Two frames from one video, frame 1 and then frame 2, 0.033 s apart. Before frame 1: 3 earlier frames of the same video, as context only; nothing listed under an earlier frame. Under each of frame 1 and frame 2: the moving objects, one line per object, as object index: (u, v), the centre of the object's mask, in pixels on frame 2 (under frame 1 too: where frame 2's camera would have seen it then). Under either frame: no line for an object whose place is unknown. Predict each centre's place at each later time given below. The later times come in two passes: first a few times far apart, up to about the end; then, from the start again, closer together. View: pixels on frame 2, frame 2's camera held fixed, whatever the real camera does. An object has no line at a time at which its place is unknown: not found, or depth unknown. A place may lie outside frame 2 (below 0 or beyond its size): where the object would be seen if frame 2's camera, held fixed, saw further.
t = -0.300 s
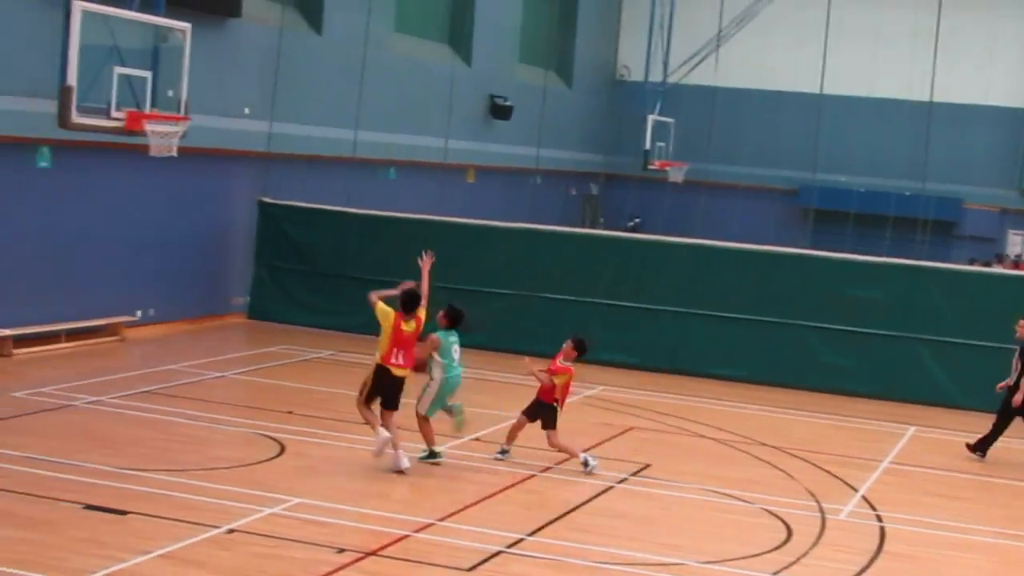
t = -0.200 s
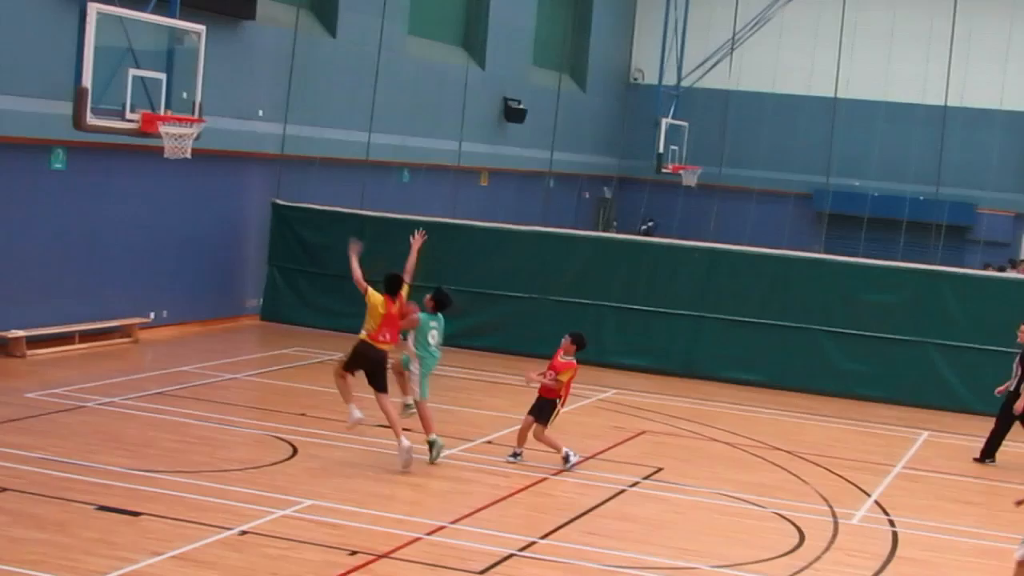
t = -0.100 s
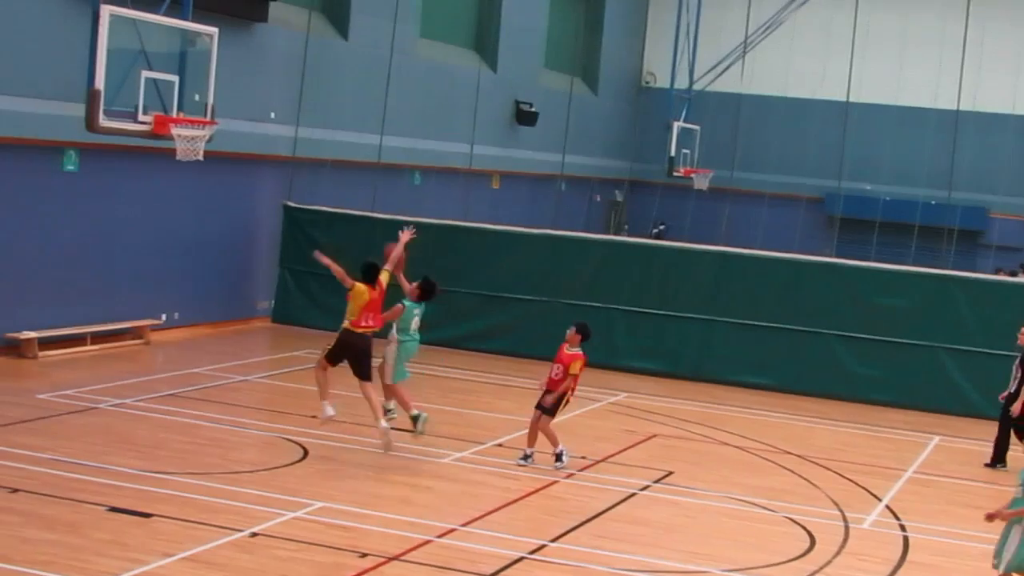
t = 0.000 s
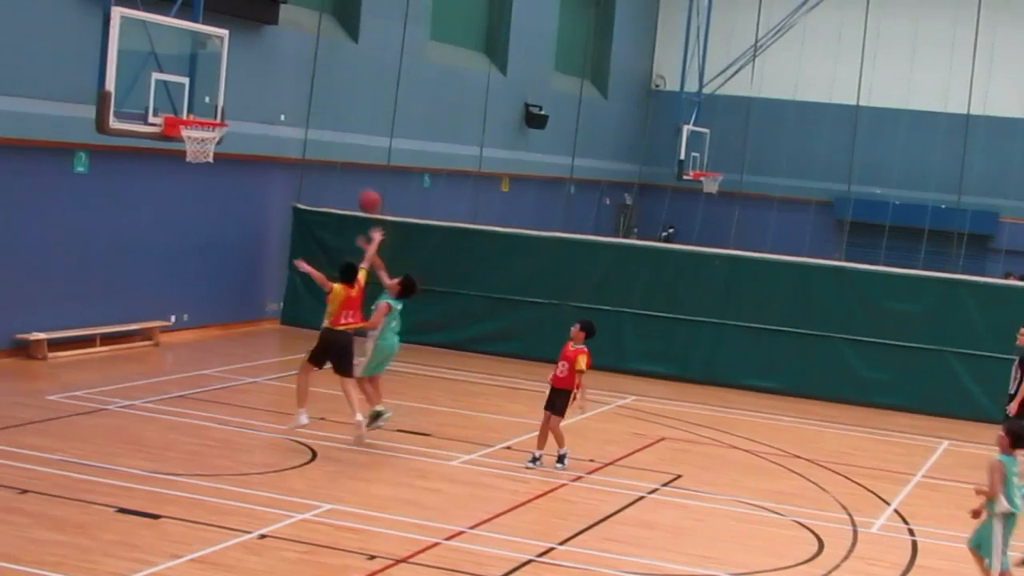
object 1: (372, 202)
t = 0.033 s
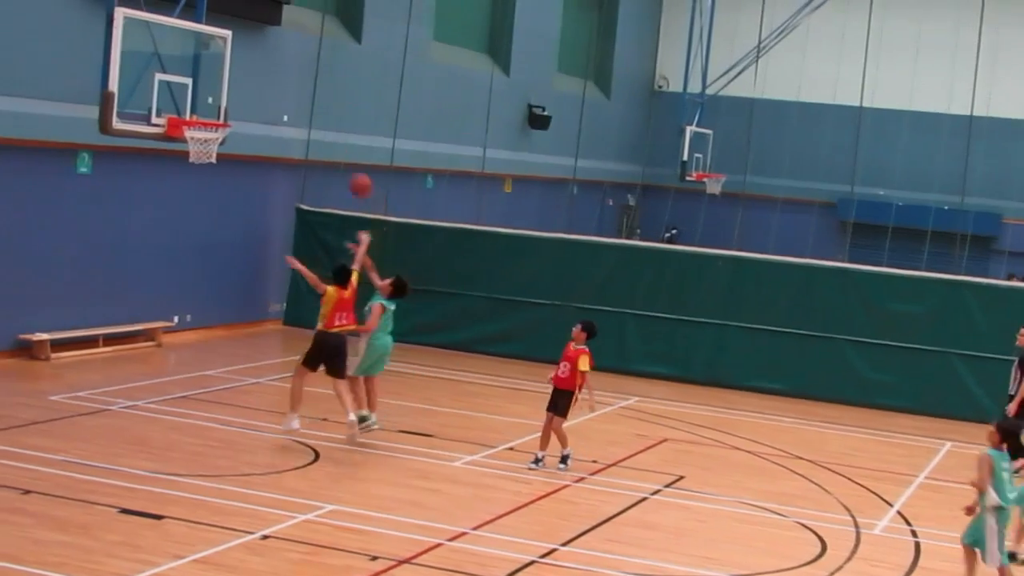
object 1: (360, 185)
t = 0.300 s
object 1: (265, 94)
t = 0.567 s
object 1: (243, 84)
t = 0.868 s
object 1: (299, 172)
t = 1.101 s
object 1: (338, 313)
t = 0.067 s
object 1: (350, 171)
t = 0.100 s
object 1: (337, 157)
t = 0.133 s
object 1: (325, 143)
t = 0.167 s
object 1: (314, 131)
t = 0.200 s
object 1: (301, 120)
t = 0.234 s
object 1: (289, 111)
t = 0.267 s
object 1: (277, 102)
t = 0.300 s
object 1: (265, 94)
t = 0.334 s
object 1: (252, 88)
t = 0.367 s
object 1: (240, 82)
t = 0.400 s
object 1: (227, 78)
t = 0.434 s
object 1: (218, 75)
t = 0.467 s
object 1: (224, 76)
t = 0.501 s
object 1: (230, 77)
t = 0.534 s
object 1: (237, 80)
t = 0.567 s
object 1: (243, 84)
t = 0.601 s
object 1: (249, 89)
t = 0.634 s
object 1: (256, 95)
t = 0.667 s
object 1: (263, 103)
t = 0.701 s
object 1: (269, 112)
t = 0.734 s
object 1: (275, 122)
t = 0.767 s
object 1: (281, 132)
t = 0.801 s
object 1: (287, 145)
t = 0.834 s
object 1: (293, 158)
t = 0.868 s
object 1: (299, 172)
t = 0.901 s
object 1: (305, 190)
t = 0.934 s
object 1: (311, 207)
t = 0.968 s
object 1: (316, 226)
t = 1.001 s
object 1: (321, 246)
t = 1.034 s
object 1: (327, 267)
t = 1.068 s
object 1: (332, 289)
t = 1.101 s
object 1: (338, 313)
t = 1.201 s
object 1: (352, 393)
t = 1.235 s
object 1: (357, 424)
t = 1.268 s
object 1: (363, 454)
